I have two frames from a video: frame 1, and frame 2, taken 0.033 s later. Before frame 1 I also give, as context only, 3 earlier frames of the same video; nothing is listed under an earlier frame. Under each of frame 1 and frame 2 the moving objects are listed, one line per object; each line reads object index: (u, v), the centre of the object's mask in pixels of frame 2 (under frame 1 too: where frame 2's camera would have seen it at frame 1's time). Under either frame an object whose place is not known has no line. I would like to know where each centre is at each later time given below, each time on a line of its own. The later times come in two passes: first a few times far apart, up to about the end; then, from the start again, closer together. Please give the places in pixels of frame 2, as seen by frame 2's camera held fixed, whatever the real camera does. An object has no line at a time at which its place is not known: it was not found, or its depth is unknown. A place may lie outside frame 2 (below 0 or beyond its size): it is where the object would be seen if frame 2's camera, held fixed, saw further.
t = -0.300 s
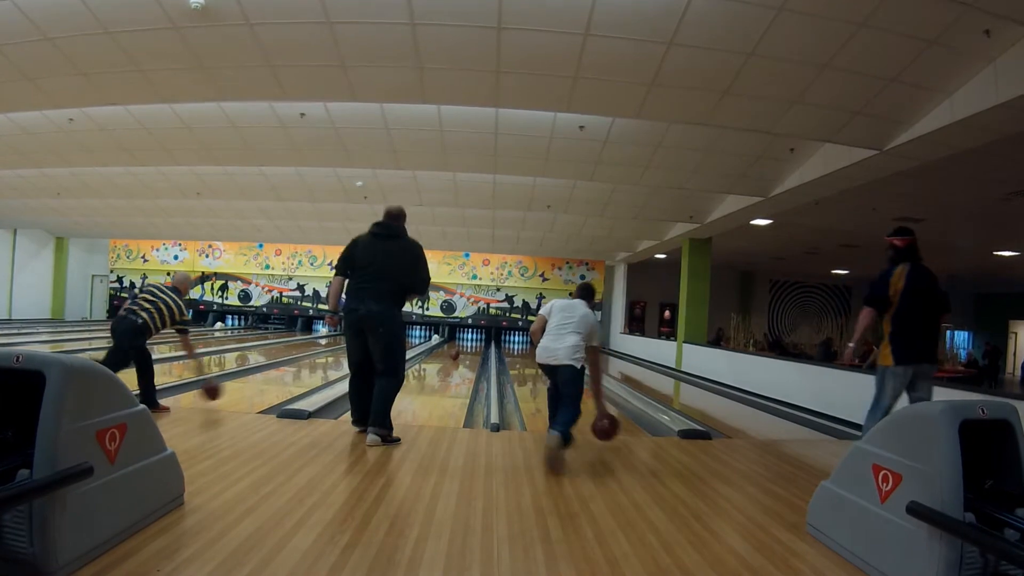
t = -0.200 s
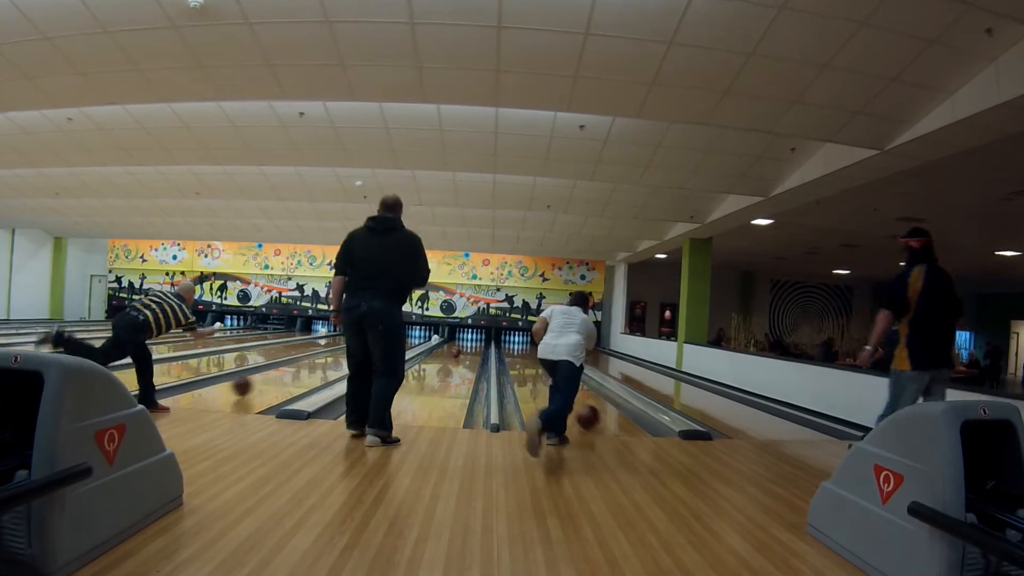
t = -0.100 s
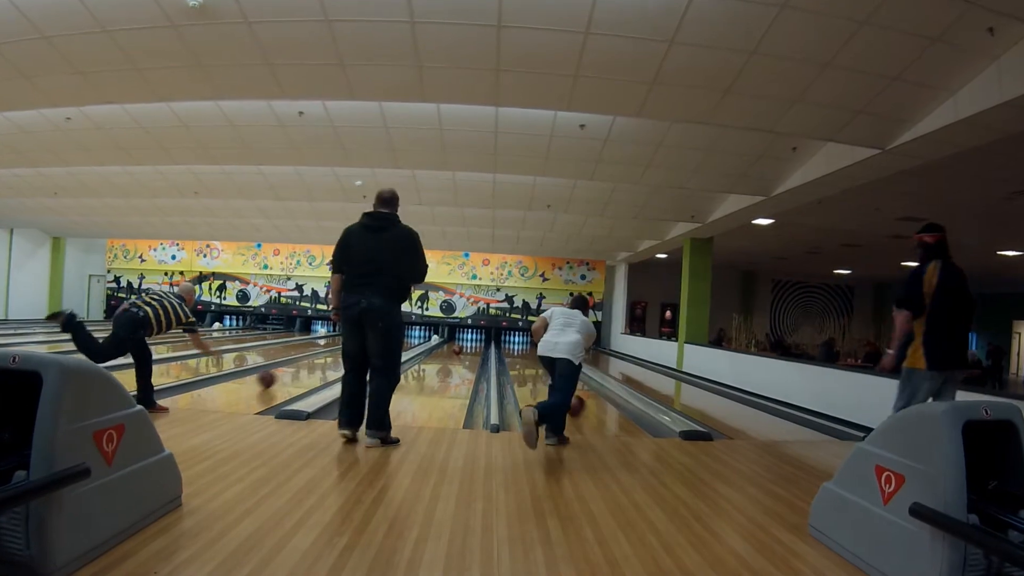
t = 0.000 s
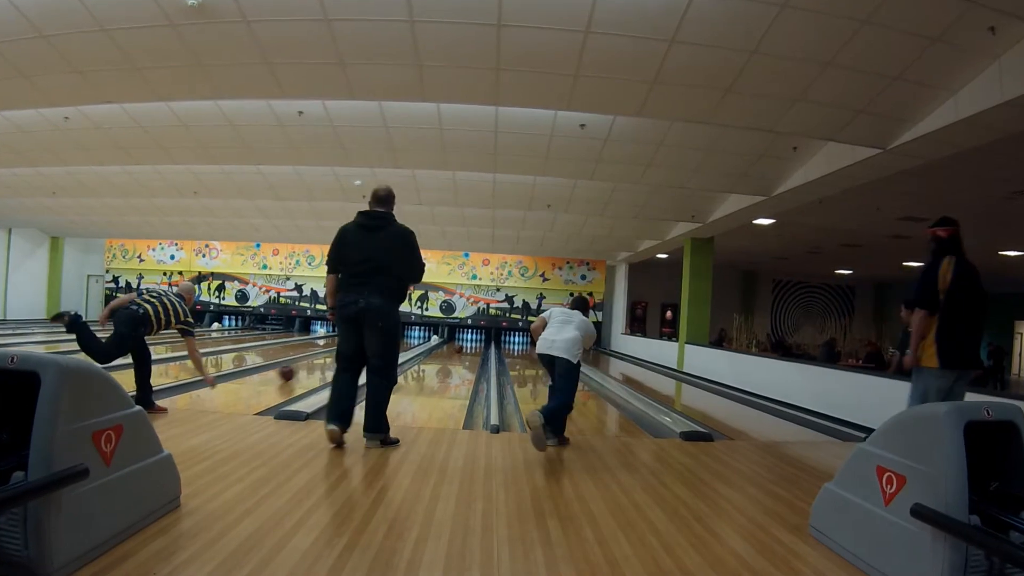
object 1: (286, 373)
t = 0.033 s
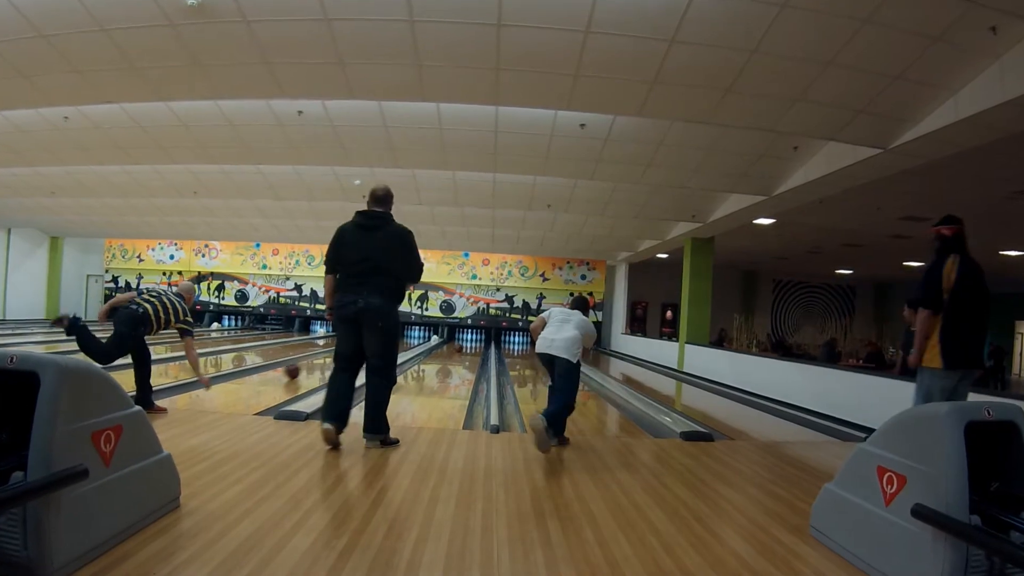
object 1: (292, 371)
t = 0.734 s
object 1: (366, 348)
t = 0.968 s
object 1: (375, 345)
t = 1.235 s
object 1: (386, 341)
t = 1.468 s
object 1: (392, 339)
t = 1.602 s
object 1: (396, 338)
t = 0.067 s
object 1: (297, 370)
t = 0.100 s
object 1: (303, 367)
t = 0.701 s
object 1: (365, 349)
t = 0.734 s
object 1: (366, 348)
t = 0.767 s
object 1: (365, 348)
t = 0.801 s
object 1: (367, 348)
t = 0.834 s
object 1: (369, 347)
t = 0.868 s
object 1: (371, 347)
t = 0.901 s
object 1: (371, 346)
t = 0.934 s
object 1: (373, 345)
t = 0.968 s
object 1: (375, 345)
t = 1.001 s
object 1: (376, 345)
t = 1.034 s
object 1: (378, 345)
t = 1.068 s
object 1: (379, 344)
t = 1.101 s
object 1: (381, 344)
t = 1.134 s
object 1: (383, 343)
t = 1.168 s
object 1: (384, 342)
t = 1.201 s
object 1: (385, 341)
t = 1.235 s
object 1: (386, 341)
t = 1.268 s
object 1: (387, 341)
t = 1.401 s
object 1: (390, 340)
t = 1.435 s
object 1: (391, 339)
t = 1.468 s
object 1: (392, 339)
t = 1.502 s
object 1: (393, 339)
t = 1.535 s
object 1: (394, 338)
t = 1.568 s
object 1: (396, 337)
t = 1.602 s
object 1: (396, 338)
